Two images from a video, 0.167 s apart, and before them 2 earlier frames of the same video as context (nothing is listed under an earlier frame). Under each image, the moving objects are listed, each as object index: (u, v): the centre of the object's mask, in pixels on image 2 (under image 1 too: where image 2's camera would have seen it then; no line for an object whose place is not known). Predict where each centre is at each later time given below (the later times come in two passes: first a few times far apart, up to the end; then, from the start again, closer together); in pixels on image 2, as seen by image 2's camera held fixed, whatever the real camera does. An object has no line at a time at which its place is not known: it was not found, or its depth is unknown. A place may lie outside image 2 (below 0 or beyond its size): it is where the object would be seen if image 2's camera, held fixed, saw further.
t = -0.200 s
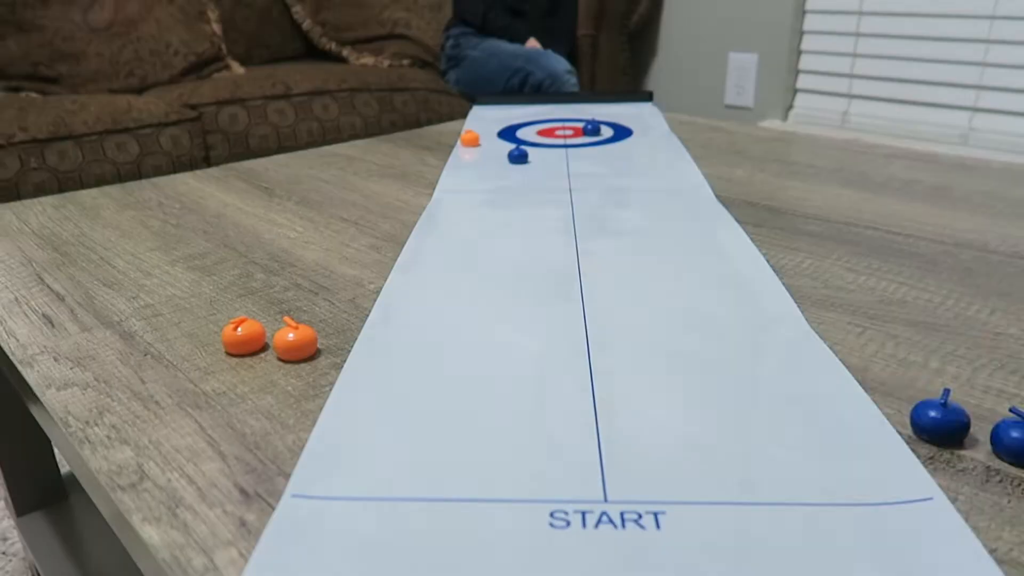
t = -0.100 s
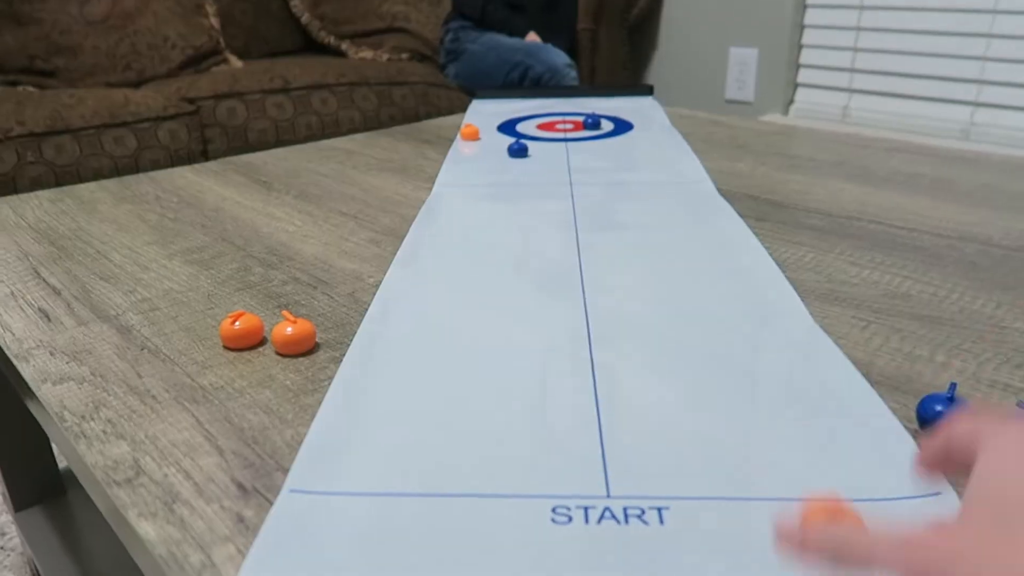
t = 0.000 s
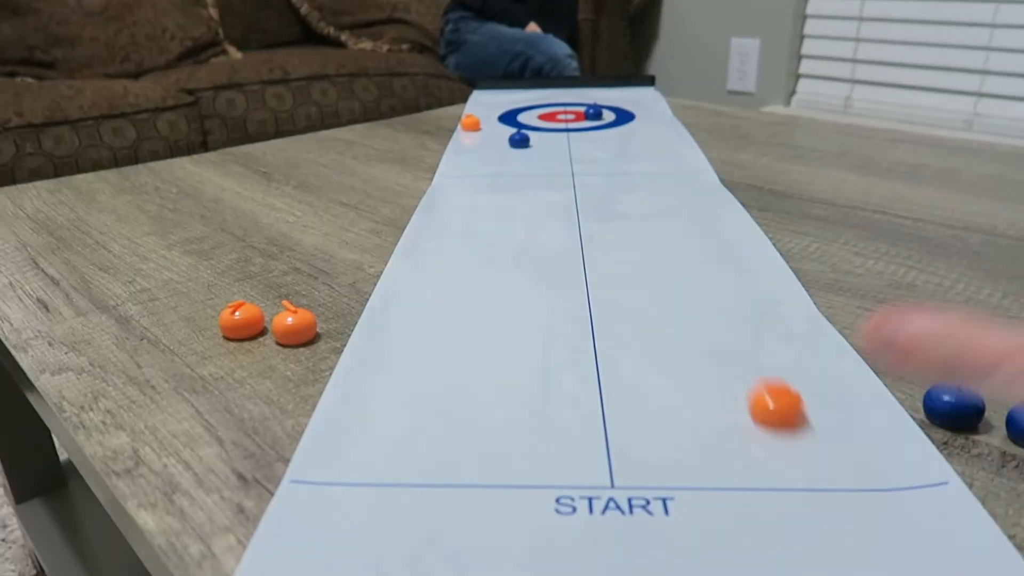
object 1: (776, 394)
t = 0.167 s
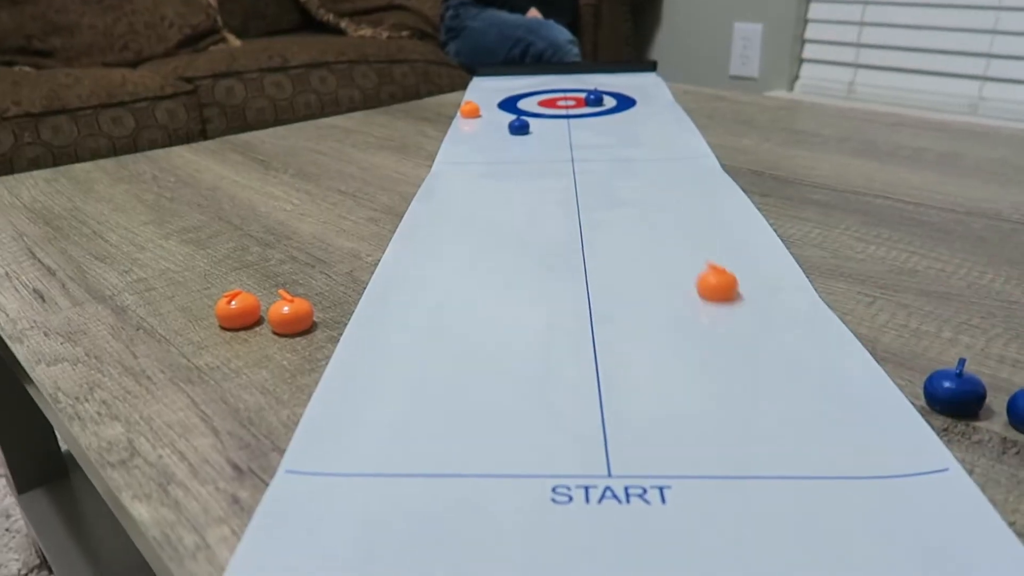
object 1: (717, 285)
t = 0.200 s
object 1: (708, 269)
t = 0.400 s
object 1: (671, 201)
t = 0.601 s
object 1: (647, 159)
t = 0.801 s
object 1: (628, 132)
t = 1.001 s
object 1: (614, 113)
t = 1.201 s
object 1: (602, 101)
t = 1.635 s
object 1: (601, 101)
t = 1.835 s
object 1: (601, 101)
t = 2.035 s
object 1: (601, 101)
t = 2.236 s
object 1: (601, 101)
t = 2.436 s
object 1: (601, 101)
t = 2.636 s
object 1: (601, 101)
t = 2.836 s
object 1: (601, 101)
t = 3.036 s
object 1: (601, 102)
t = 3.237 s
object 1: (601, 101)
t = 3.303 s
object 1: (601, 101)
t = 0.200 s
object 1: (708, 269)
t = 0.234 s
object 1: (701, 255)
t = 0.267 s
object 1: (694, 243)
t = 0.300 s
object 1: (688, 231)
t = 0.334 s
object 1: (682, 220)
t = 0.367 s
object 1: (676, 210)
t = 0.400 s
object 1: (671, 201)
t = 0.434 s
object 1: (666, 193)
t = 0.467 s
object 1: (661, 185)
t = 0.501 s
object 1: (657, 178)
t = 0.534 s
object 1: (653, 171)
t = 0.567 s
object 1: (650, 165)
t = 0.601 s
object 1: (647, 159)
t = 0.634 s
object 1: (643, 154)
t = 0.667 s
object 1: (640, 149)
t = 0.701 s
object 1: (638, 144)
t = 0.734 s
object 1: (635, 140)
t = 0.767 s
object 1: (632, 135)
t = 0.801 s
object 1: (628, 132)
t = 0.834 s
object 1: (626, 128)
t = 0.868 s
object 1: (623, 125)
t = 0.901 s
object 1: (621, 121)
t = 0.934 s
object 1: (618, 118)
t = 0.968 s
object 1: (616, 115)
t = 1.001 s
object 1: (614, 113)
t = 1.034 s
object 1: (612, 111)
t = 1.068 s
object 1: (610, 108)
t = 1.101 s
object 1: (607, 106)
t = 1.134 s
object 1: (605, 104)
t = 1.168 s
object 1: (603, 102)
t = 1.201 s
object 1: (602, 101)
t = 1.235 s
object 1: (602, 101)
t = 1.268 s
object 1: (602, 101)
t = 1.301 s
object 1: (602, 101)
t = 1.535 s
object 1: (601, 101)
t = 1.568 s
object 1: (601, 101)
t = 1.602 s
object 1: (601, 101)
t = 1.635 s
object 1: (601, 101)
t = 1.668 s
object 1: (601, 101)
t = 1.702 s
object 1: (601, 101)
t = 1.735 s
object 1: (602, 101)
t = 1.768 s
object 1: (601, 101)
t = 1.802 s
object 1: (601, 101)
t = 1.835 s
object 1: (601, 101)
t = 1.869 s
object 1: (601, 101)
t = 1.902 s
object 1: (601, 101)
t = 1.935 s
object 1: (601, 101)
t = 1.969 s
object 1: (601, 101)
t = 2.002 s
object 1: (601, 101)
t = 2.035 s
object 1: (601, 101)
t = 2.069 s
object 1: (601, 101)
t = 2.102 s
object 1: (601, 101)
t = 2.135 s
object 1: (601, 101)
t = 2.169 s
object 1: (601, 101)
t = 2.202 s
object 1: (601, 101)
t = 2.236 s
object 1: (601, 101)
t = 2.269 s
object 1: (601, 101)
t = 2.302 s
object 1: (601, 101)
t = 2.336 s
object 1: (601, 101)
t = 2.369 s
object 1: (601, 101)
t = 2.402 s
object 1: (602, 101)
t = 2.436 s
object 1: (601, 101)
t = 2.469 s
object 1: (601, 101)
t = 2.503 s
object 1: (601, 101)
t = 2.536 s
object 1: (601, 101)
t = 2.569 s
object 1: (601, 101)
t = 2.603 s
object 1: (601, 101)
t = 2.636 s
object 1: (601, 101)
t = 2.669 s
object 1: (601, 101)
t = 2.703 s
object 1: (601, 101)
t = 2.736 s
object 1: (601, 101)
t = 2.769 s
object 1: (601, 101)
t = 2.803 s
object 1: (601, 101)
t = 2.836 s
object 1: (601, 101)
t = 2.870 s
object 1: (601, 101)
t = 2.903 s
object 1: (601, 101)
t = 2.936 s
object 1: (601, 101)
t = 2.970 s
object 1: (601, 102)
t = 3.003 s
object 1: (601, 101)
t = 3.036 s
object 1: (601, 102)
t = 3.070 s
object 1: (601, 102)
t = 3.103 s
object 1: (601, 101)
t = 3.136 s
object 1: (602, 101)
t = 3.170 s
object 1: (601, 101)
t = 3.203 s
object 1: (601, 101)
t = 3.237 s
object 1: (601, 101)
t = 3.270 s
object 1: (601, 101)
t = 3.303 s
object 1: (601, 101)
